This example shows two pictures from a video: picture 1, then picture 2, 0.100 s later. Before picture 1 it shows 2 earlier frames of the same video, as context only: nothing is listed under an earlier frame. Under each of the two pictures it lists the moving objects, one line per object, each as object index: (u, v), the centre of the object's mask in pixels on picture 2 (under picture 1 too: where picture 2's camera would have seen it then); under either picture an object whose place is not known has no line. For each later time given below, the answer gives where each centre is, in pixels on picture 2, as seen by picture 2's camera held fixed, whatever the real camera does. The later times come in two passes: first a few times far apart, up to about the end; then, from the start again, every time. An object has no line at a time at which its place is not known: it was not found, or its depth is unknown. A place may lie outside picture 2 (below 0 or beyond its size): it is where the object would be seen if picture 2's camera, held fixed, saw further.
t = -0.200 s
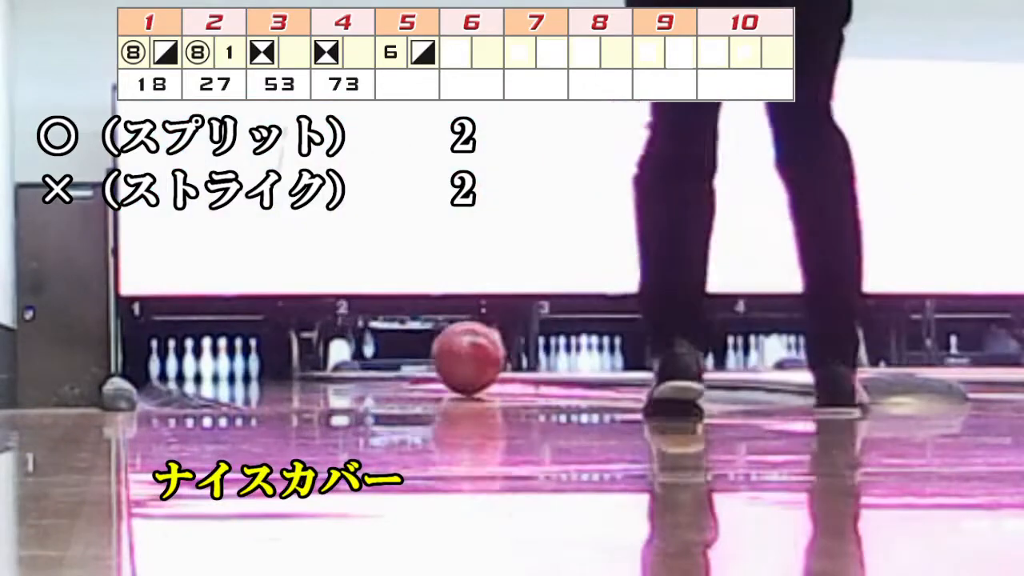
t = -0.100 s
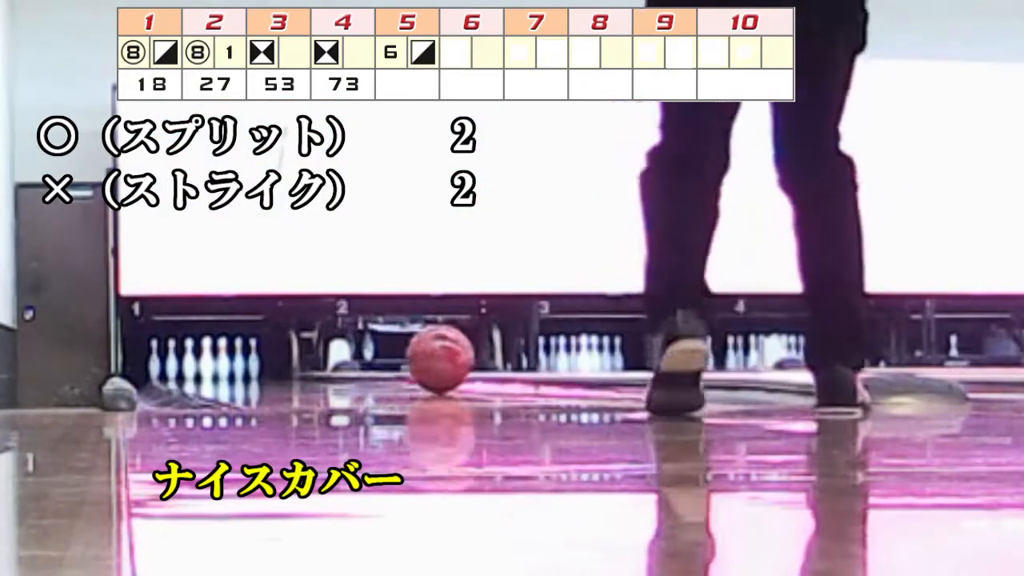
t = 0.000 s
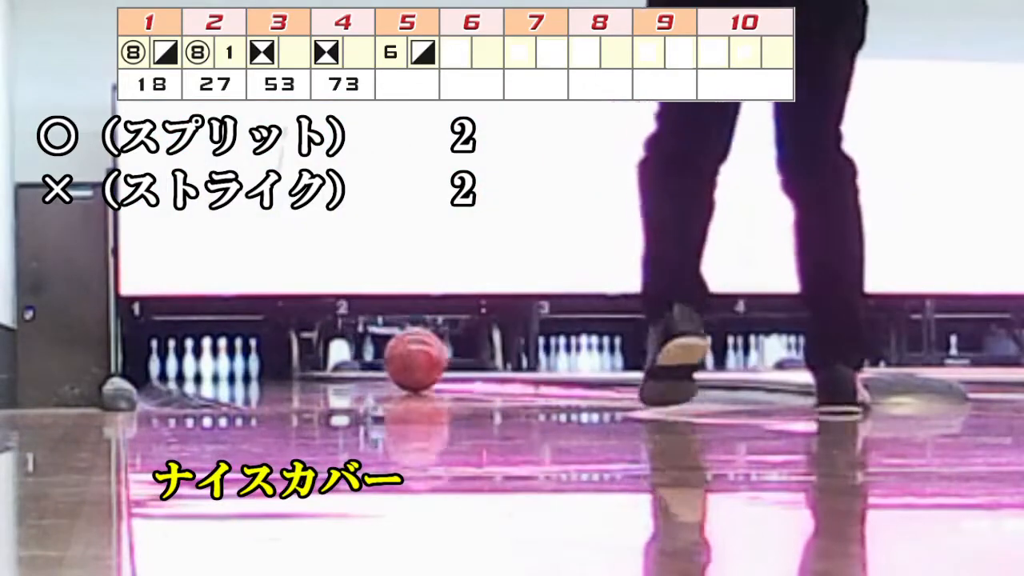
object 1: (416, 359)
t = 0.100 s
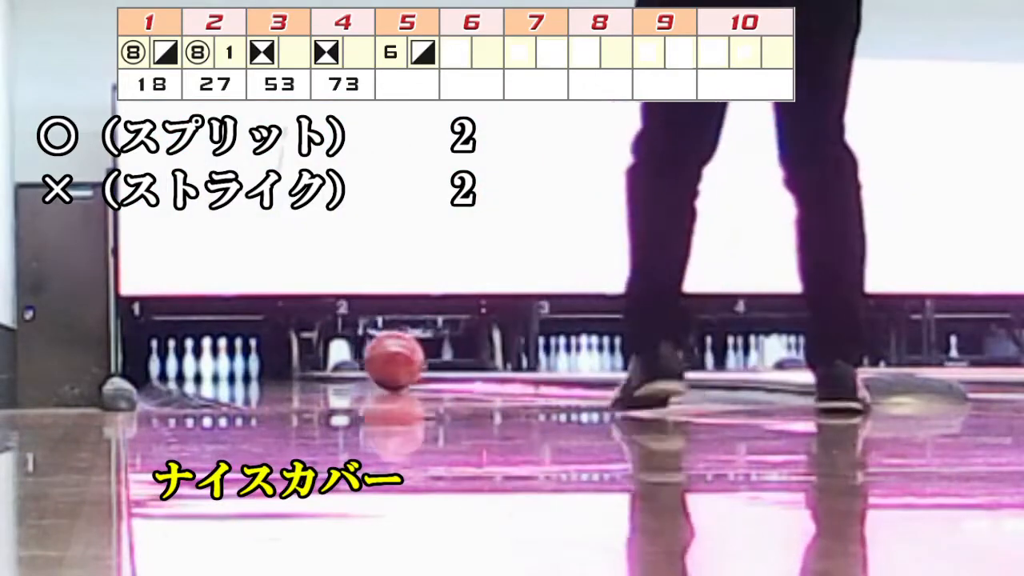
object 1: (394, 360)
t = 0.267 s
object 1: (365, 361)
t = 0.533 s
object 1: (326, 363)
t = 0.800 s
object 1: (296, 364)
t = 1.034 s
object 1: (278, 365)
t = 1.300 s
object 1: (259, 365)
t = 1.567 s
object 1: (243, 366)
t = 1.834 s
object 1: (228, 367)
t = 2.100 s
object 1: (216, 368)
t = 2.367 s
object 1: (207, 369)
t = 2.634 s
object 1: (191, 368)
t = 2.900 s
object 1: (182, 367)
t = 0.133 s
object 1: (388, 360)
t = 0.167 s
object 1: (382, 360)
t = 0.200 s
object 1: (376, 360)
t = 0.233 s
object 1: (370, 361)
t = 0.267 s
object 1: (365, 361)
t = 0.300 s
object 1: (360, 362)
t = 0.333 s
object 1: (354, 362)
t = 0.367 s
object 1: (349, 361)
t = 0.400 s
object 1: (344, 362)
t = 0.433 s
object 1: (339, 363)
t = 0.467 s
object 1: (335, 363)
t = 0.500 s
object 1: (331, 362)
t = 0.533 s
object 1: (326, 363)
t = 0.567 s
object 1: (322, 363)
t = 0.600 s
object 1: (317, 364)
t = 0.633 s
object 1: (315, 364)
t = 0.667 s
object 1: (311, 364)
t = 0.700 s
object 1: (307, 364)
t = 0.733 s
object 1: (304, 364)
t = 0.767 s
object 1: (300, 365)
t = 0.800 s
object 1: (296, 364)
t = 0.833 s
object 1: (293, 365)
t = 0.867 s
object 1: (291, 365)
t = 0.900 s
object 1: (288, 365)
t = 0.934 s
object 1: (285, 365)
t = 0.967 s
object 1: (282, 365)
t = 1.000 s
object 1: (280, 365)
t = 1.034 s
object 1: (278, 365)
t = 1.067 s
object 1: (275, 365)
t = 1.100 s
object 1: (272, 366)
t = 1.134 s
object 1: (271, 366)
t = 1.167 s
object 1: (268, 365)
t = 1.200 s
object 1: (265, 365)
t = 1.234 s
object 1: (263, 365)
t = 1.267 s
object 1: (261, 365)
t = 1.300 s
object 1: (259, 365)
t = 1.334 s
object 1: (256, 366)
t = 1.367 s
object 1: (254, 366)
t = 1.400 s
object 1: (251, 366)
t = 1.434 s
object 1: (249, 366)
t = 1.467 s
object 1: (248, 366)
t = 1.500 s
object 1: (246, 366)
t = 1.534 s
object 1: (245, 367)
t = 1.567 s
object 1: (243, 366)
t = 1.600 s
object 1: (241, 367)
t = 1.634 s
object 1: (239, 367)
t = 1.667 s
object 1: (237, 367)
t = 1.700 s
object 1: (235, 367)
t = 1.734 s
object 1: (234, 367)
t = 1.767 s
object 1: (231, 367)
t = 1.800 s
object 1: (230, 367)
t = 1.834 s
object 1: (228, 367)
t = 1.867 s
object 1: (227, 367)
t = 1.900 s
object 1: (226, 368)
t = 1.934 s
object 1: (225, 368)
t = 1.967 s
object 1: (223, 368)
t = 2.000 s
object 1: (221, 368)
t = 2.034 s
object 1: (220, 368)
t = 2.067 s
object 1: (218, 368)
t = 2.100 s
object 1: (216, 368)
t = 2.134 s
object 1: (214, 368)
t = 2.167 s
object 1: (212, 368)
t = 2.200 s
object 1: (211, 368)
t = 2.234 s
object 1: (210, 368)
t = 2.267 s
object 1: (209, 368)
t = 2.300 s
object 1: (208, 368)
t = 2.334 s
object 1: (208, 369)
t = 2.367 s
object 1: (207, 369)
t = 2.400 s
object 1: (206, 369)
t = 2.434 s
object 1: (204, 370)
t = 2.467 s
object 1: (202, 368)
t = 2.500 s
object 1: (201, 368)
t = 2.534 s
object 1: (199, 369)
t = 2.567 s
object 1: (196, 368)
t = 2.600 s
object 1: (192, 369)
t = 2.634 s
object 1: (191, 368)
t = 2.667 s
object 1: (189, 368)
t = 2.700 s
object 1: (187, 368)
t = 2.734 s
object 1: (186, 369)
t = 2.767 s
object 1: (183, 368)
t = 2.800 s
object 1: (184, 369)
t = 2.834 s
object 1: (182, 368)
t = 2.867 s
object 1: (181, 369)
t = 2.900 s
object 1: (182, 367)
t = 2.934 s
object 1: (182, 368)
